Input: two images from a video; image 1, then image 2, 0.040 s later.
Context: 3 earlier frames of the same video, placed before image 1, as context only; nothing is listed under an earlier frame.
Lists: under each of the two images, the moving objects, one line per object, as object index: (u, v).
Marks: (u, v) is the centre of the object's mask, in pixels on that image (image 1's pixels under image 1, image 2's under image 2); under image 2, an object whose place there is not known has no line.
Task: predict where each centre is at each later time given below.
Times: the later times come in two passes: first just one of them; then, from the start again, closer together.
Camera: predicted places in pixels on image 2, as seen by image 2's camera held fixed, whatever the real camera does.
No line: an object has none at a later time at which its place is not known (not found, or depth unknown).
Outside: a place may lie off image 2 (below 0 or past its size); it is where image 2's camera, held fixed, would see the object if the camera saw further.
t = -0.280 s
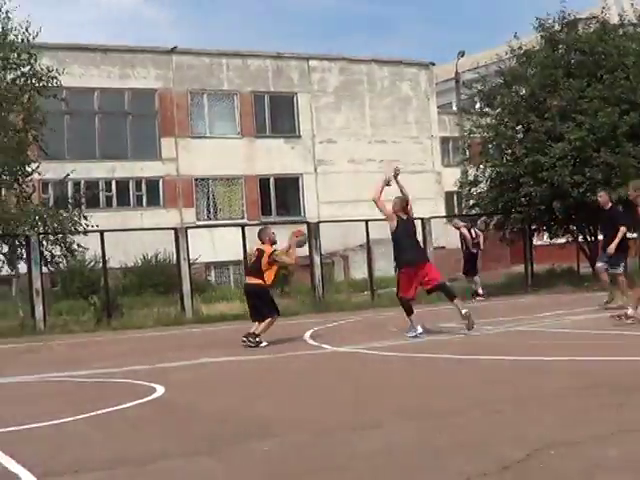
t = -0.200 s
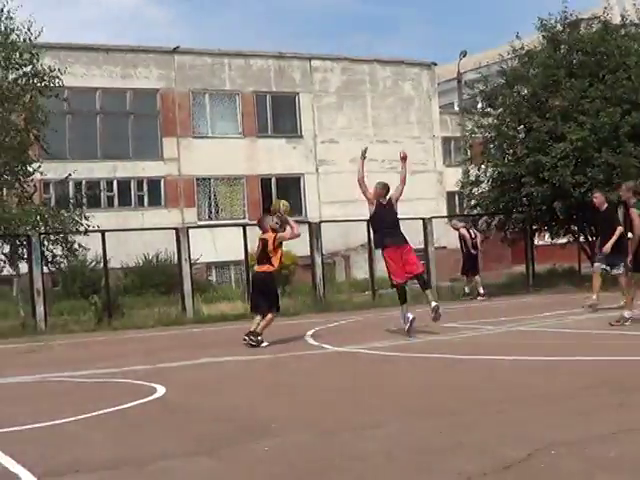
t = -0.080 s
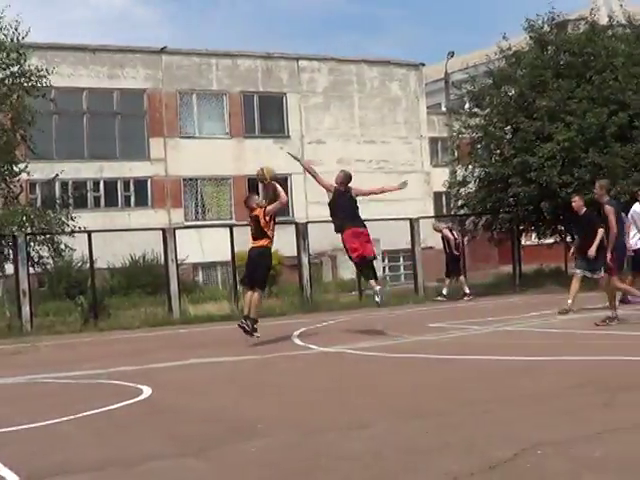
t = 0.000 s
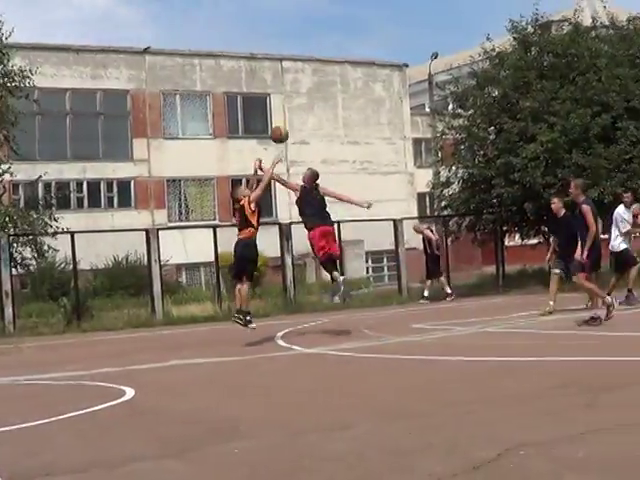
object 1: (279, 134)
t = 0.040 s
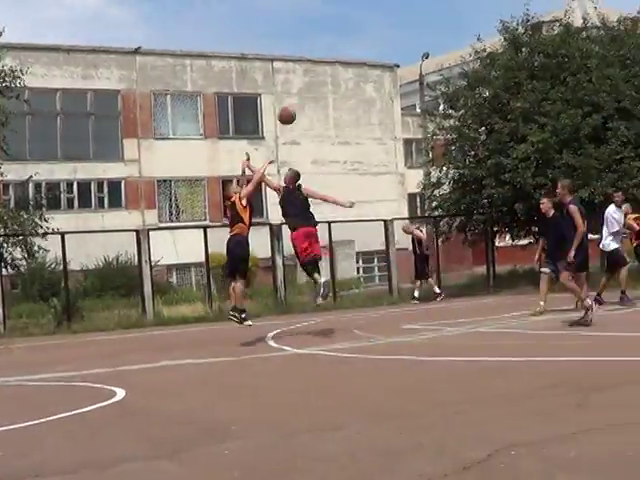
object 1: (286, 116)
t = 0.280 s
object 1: (385, 30)
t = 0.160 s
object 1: (336, 68)
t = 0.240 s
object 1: (369, 40)
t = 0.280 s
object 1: (385, 30)
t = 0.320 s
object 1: (402, 20)
